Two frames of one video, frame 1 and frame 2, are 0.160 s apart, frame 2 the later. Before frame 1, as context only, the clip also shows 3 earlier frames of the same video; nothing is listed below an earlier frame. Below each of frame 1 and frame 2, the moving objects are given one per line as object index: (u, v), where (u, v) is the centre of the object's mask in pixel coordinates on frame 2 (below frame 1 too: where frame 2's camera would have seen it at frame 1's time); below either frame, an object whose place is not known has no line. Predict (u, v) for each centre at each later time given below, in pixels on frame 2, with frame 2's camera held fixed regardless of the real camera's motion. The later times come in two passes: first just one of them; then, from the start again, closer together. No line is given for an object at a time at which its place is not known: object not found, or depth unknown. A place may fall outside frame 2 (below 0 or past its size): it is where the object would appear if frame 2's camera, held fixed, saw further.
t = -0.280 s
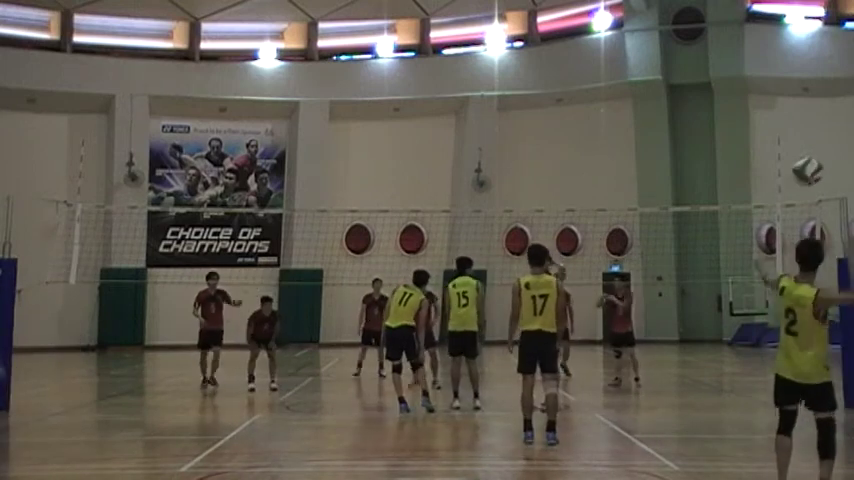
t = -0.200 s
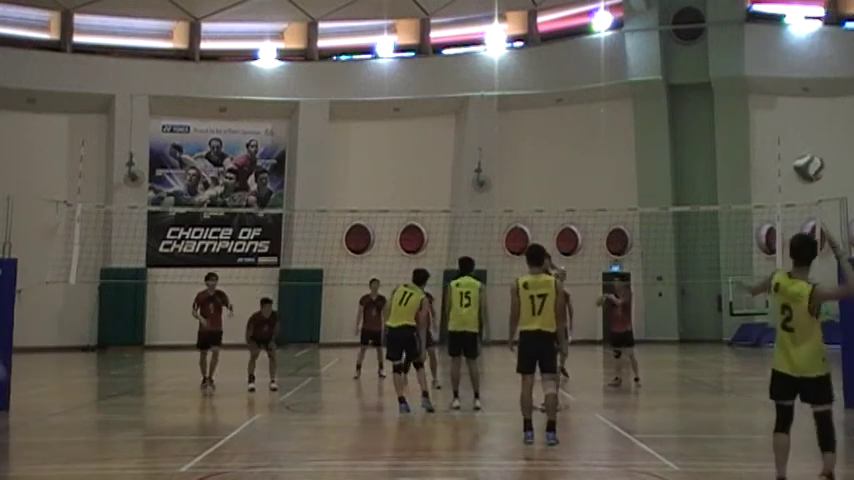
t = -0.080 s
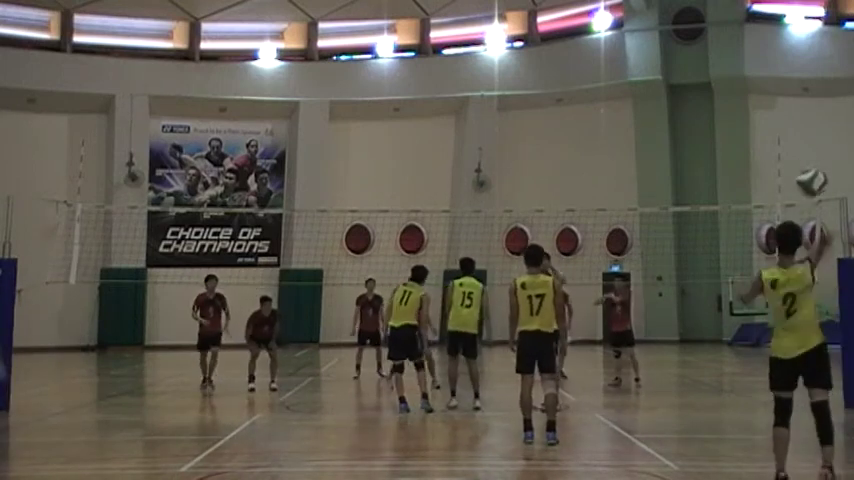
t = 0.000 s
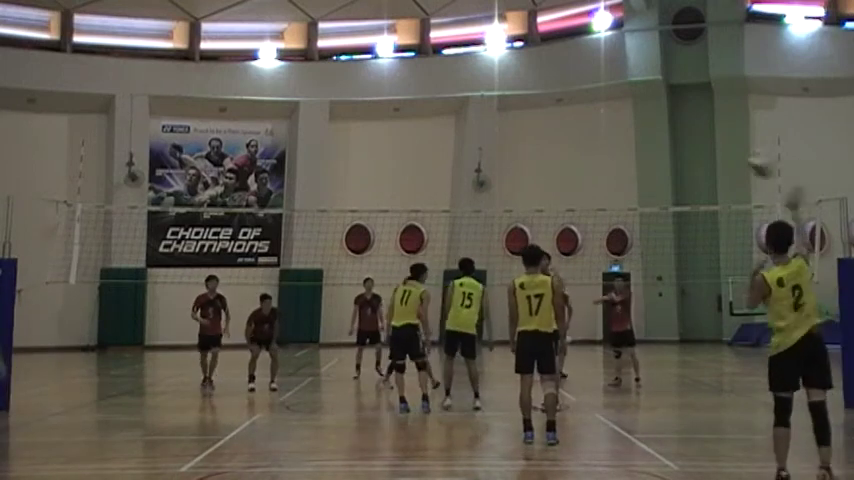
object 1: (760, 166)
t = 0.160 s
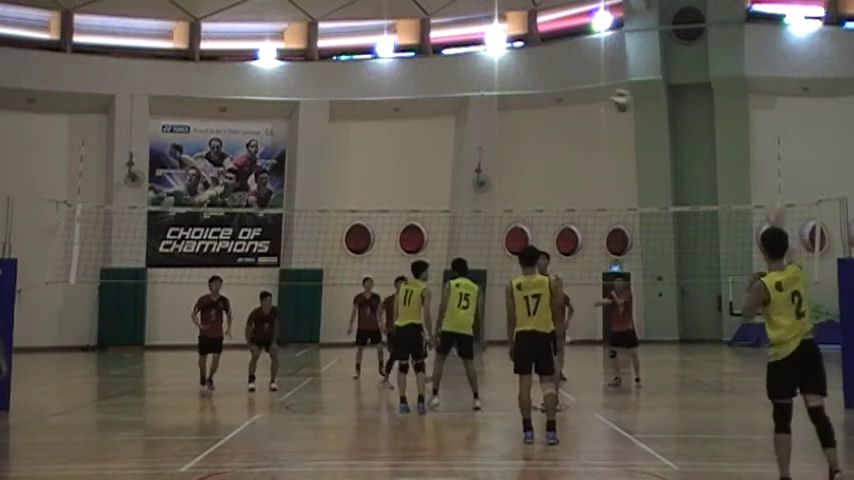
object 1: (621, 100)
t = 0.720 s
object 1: (375, 141)
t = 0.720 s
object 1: (375, 141)
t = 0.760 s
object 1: (365, 152)
